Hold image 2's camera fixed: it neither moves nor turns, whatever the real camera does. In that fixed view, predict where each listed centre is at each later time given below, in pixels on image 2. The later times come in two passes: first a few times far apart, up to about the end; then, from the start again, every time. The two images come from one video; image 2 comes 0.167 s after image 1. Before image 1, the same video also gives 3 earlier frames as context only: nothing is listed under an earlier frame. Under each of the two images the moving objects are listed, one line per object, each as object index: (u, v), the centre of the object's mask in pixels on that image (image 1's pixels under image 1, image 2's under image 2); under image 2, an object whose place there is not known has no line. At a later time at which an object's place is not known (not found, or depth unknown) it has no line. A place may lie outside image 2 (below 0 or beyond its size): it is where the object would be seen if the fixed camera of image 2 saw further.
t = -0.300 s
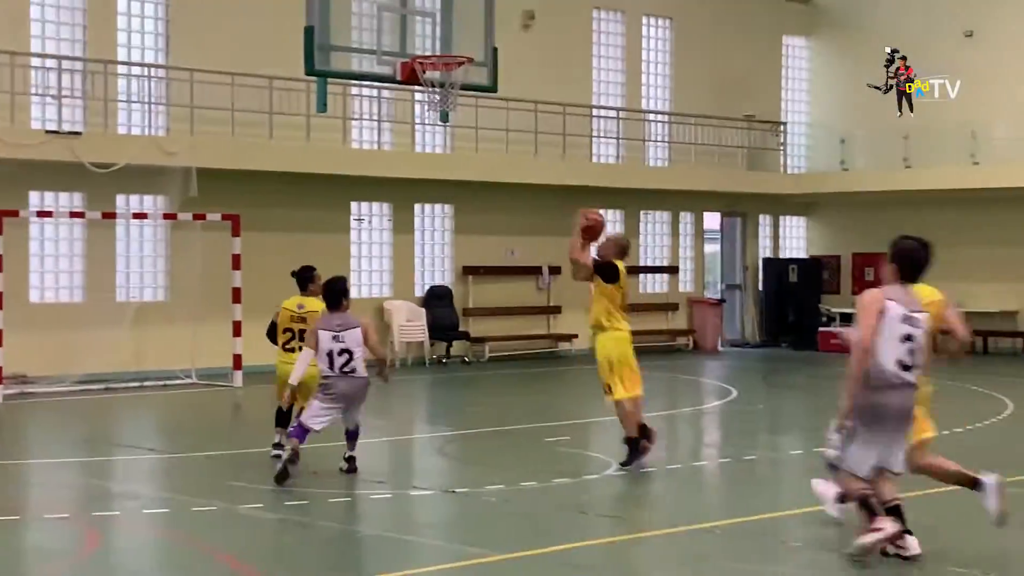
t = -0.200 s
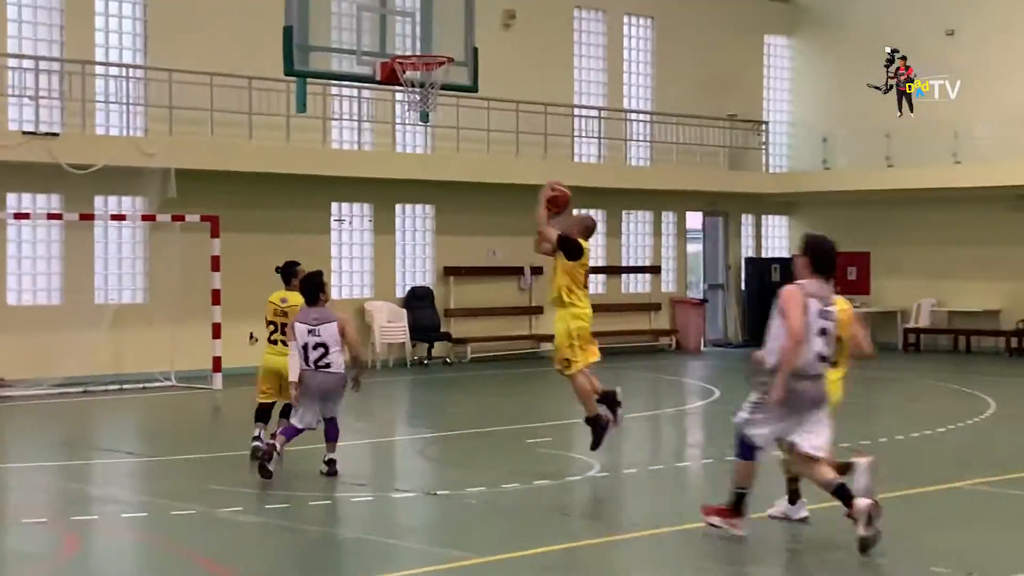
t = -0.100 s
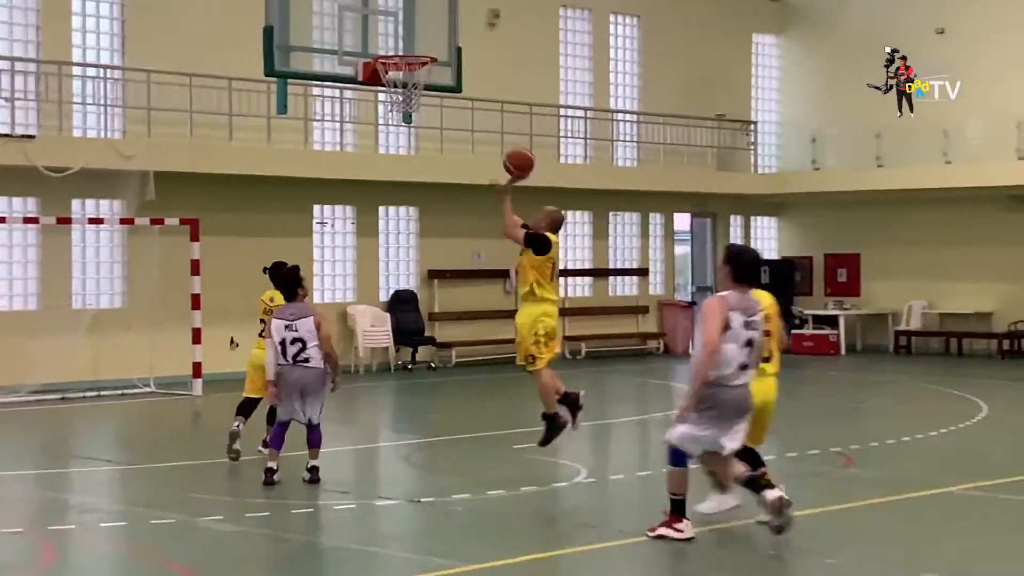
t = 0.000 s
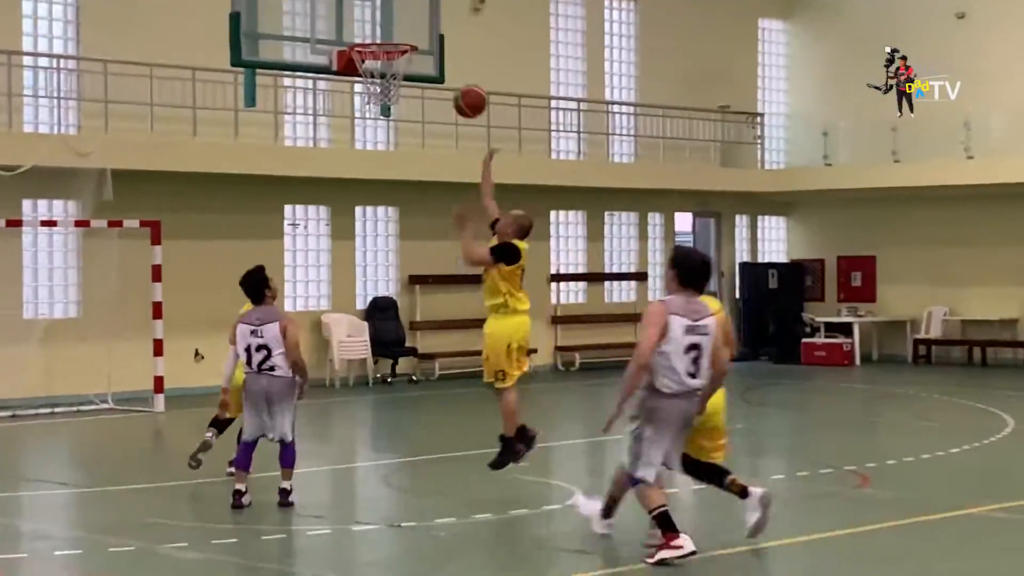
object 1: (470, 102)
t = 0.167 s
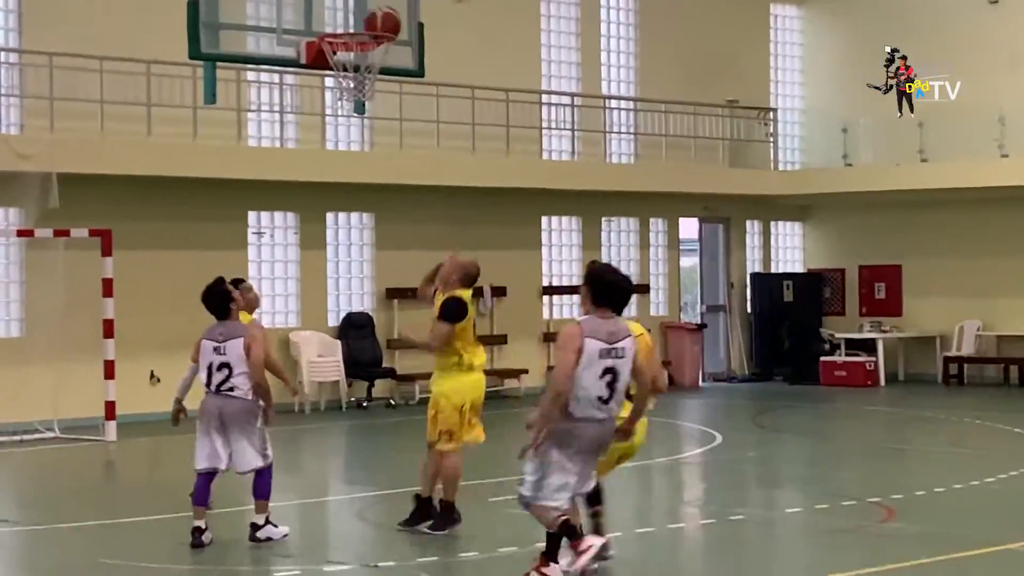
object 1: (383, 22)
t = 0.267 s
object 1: (357, 4)
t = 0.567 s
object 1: (360, 31)
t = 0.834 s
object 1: (340, 56)
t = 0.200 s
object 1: (370, 16)
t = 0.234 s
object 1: (357, 9)
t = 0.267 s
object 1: (357, 4)
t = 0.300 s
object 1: (359, 1)
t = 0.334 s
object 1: (362, -1)
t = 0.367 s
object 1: (364, -1)
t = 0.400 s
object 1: (365, 2)
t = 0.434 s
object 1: (368, 7)
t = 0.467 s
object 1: (370, 12)
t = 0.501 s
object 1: (372, 17)
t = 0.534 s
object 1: (366, 20)
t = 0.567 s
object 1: (360, 31)
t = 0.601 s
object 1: (351, 40)
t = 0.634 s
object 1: (347, 47)
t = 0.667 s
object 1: (340, 51)
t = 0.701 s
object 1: (336, 55)
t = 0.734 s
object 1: (337, 54)
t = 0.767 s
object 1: (338, 55)
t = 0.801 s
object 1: (340, 55)
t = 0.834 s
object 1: (340, 56)
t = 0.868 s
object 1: (343, 63)
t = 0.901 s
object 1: (348, 69)
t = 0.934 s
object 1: (352, 73)
